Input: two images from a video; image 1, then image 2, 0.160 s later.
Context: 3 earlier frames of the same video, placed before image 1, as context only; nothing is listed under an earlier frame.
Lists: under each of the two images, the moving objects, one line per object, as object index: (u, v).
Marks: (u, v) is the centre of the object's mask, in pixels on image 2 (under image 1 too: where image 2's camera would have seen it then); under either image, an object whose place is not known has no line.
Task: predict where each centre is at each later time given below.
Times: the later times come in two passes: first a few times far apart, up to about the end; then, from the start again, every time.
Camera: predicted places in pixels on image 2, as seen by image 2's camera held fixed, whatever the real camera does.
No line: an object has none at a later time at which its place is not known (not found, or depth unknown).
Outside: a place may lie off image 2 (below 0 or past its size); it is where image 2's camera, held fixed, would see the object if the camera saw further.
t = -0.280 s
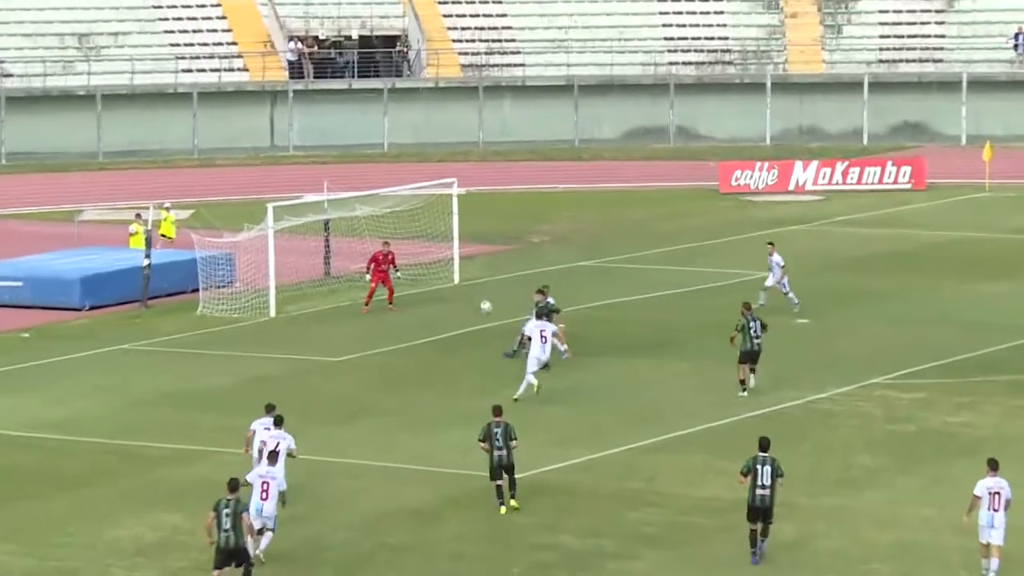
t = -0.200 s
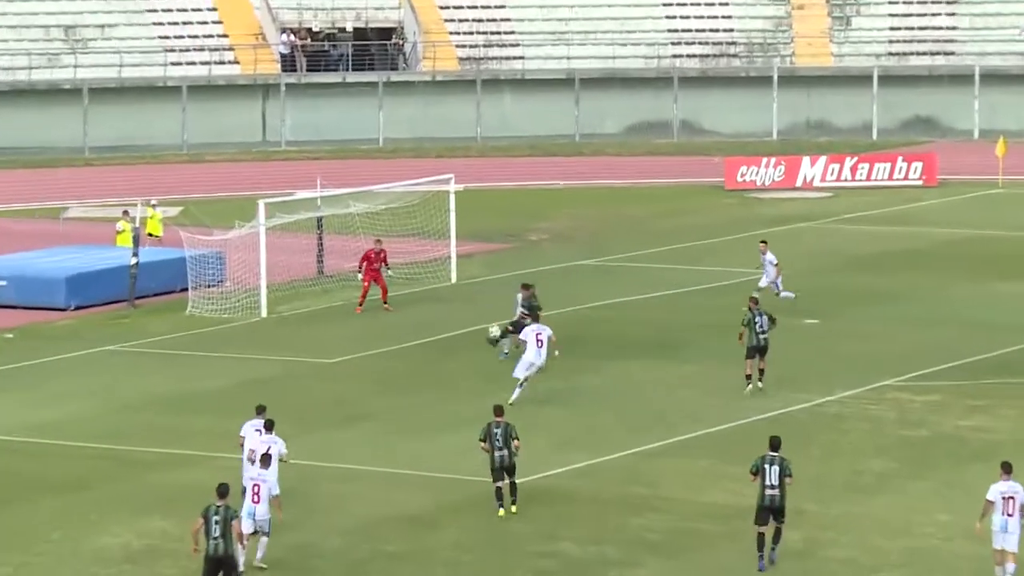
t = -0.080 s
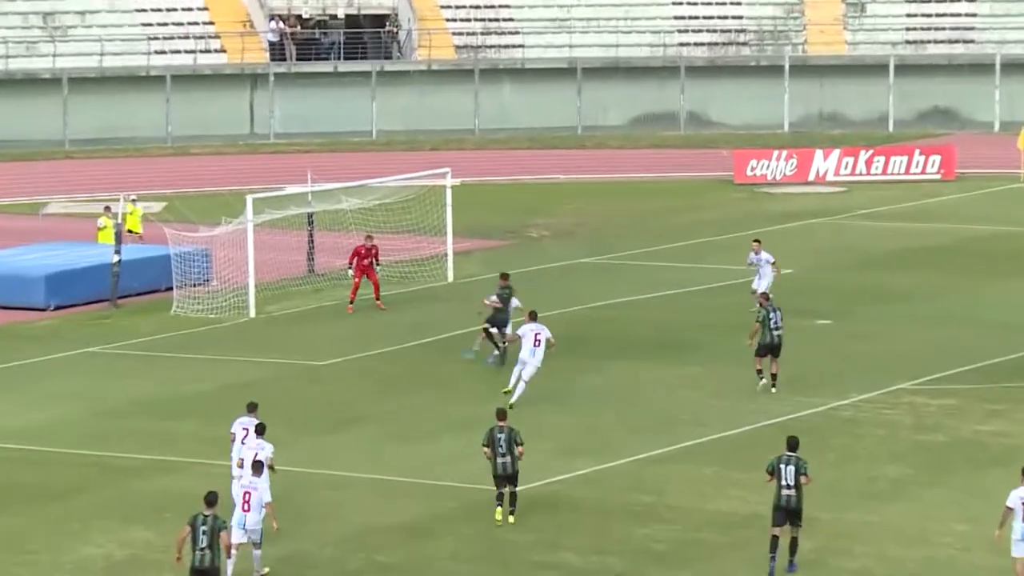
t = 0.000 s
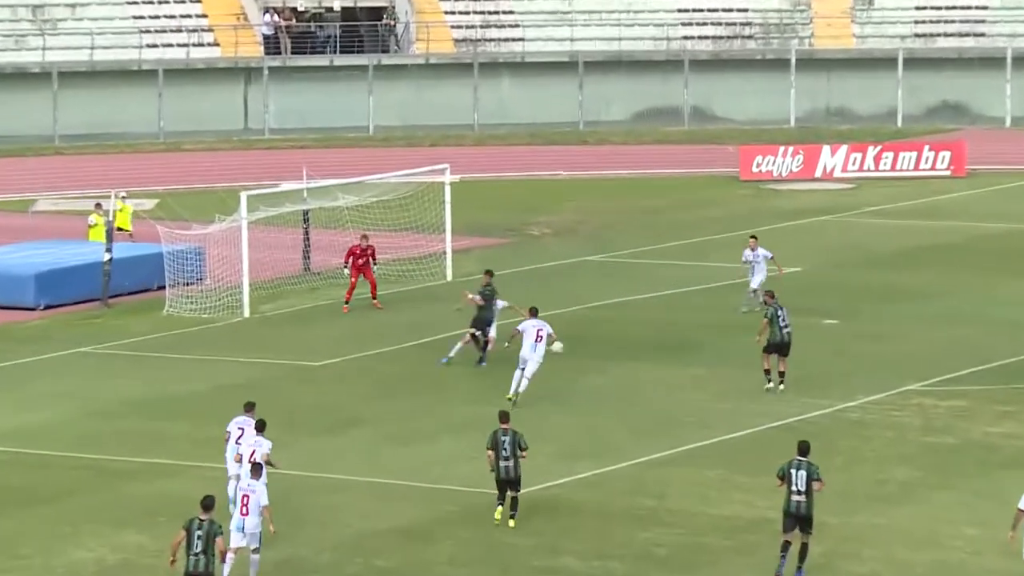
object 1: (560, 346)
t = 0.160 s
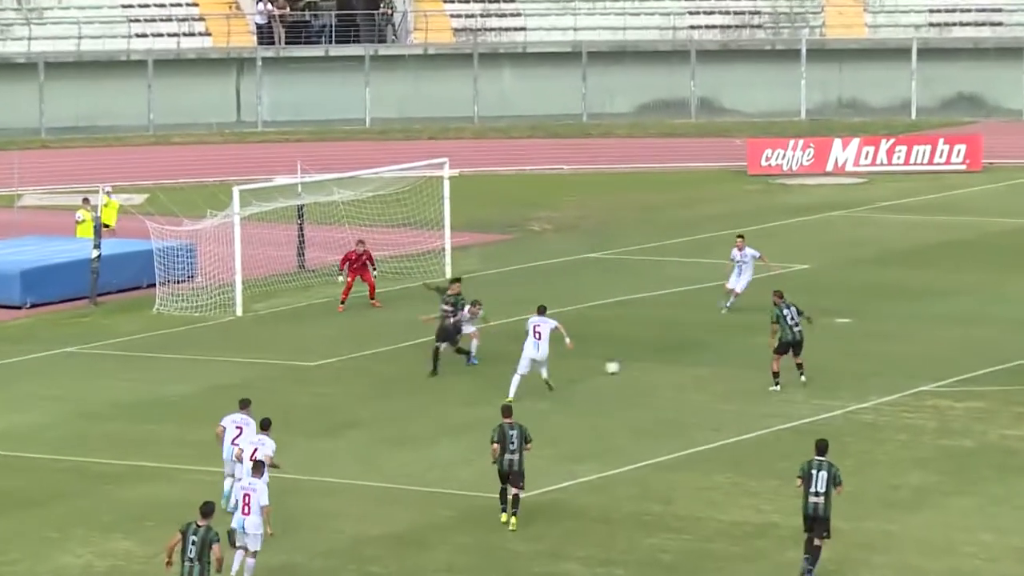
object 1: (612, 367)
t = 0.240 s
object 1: (638, 355)
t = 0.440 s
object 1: (702, 339)
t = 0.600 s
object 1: (752, 344)
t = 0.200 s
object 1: (625, 361)
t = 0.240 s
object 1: (638, 355)
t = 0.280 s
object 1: (651, 351)
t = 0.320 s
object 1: (663, 346)
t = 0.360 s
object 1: (677, 342)
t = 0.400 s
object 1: (690, 340)
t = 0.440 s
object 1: (702, 339)
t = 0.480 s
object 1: (715, 339)
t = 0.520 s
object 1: (727, 339)
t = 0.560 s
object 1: (740, 342)
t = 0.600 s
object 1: (752, 344)
